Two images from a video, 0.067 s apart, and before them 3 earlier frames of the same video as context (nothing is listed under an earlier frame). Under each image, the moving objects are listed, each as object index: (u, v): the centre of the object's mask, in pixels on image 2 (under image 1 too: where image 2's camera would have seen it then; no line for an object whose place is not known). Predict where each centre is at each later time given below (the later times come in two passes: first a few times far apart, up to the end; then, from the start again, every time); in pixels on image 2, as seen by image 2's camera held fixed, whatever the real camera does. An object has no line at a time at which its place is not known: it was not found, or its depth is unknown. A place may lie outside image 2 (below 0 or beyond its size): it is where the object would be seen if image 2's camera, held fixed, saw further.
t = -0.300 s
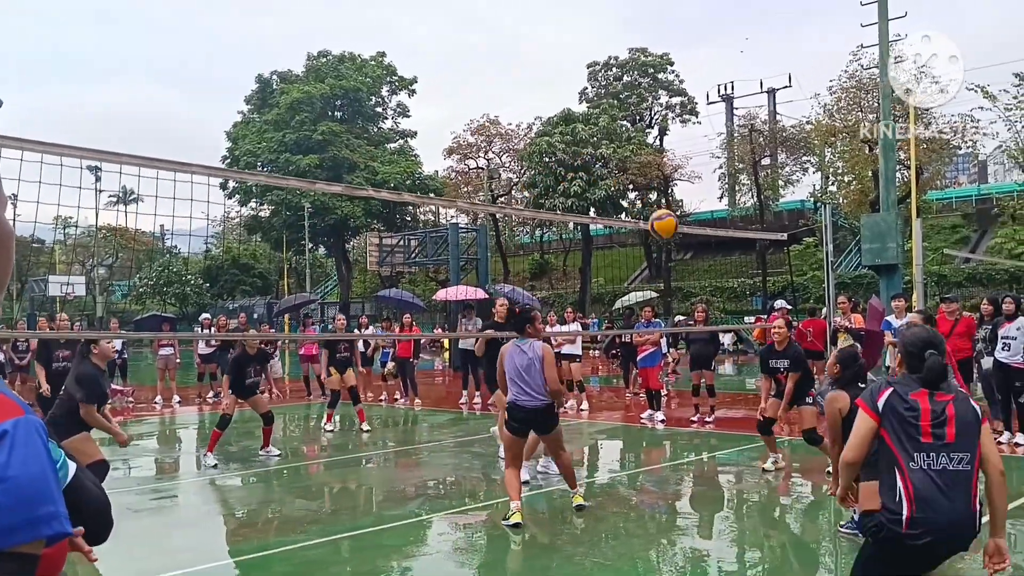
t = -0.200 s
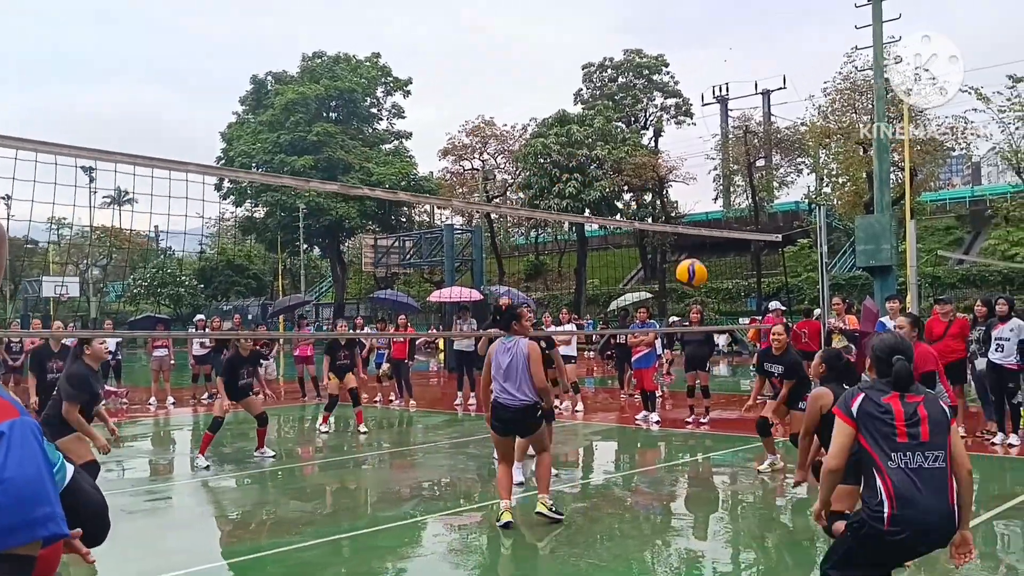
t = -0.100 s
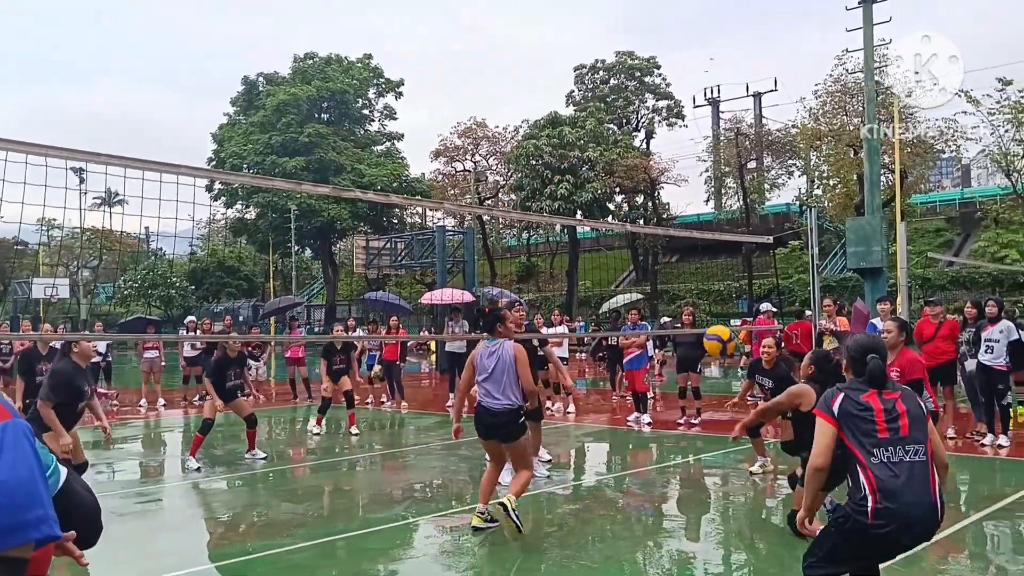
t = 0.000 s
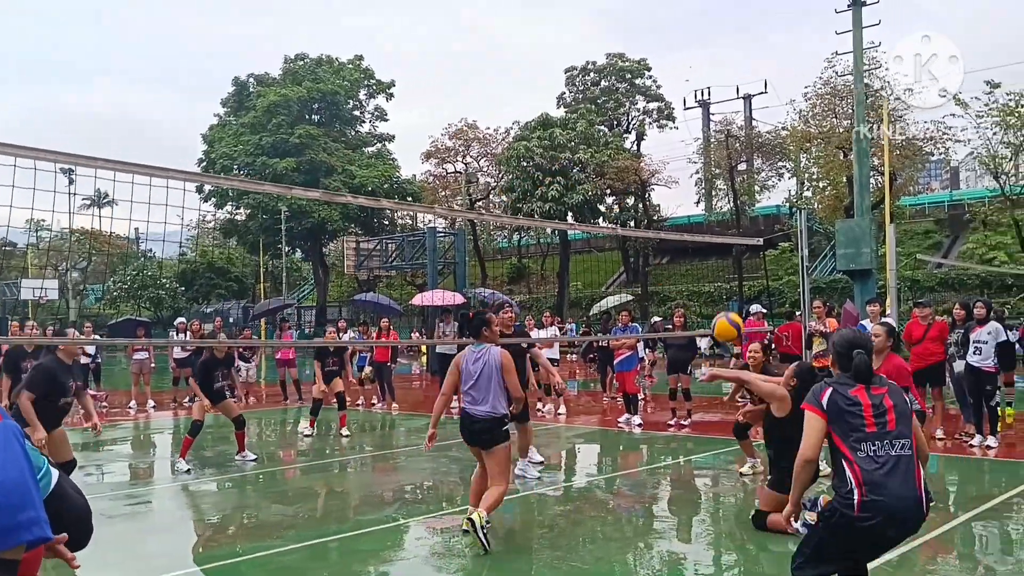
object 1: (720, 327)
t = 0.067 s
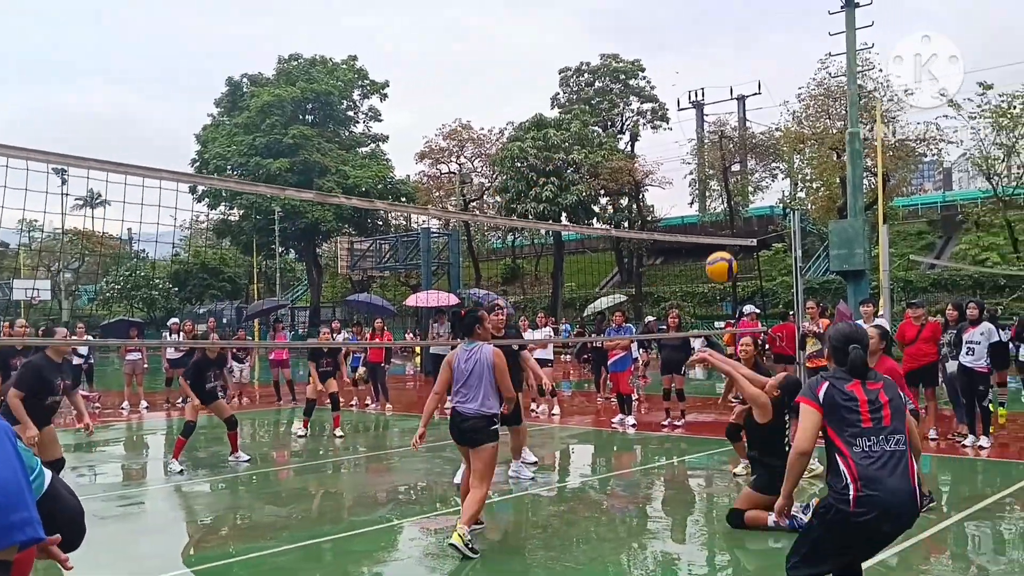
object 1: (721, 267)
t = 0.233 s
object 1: (722, 146)
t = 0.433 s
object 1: (723, 50)
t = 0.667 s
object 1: (729, 10)
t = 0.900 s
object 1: (737, 44)
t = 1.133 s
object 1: (747, 152)
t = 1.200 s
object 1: (749, 195)
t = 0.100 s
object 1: (720, 239)
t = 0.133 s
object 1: (721, 214)
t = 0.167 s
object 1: (722, 188)
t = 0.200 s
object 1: (721, 166)
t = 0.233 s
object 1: (722, 146)
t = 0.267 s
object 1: (721, 125)
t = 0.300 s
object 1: (722, 107)
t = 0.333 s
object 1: (722, 90)
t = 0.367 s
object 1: (722, 75)
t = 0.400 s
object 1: (723, 62)
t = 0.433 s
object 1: (723, 50)
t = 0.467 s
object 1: (724, 40)
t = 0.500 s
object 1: (725, 31)
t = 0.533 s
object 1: (726, 24)
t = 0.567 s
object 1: (726, 18)
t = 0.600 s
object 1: (728, 14)
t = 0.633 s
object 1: (728, 11)
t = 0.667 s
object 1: (729, 10)
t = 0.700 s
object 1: (730, 10)
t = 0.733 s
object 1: (731, 12)
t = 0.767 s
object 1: (732, 16)
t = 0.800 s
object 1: (733, 21)
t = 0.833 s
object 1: (735, 27)
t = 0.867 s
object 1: (736, 35)
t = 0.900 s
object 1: (737, 44)
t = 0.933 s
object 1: (739, 55)
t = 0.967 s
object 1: (740, 68)
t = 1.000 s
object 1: (741, 82)
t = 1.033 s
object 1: (743, 97)
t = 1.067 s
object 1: (744, 114)
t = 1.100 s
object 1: (746, 133)
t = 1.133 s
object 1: (747, 152)
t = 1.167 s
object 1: (748, 173)
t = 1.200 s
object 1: (749, 195)
